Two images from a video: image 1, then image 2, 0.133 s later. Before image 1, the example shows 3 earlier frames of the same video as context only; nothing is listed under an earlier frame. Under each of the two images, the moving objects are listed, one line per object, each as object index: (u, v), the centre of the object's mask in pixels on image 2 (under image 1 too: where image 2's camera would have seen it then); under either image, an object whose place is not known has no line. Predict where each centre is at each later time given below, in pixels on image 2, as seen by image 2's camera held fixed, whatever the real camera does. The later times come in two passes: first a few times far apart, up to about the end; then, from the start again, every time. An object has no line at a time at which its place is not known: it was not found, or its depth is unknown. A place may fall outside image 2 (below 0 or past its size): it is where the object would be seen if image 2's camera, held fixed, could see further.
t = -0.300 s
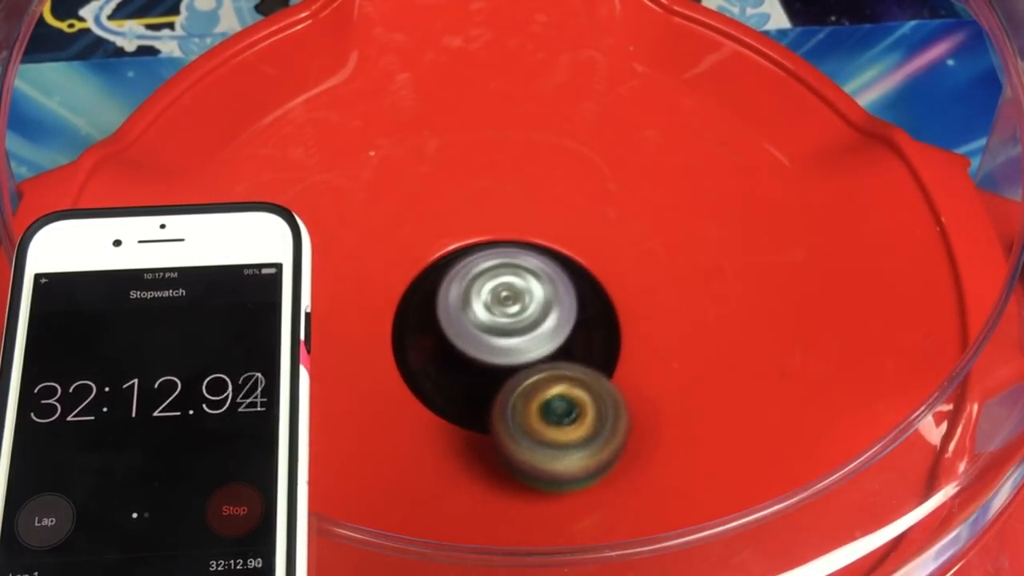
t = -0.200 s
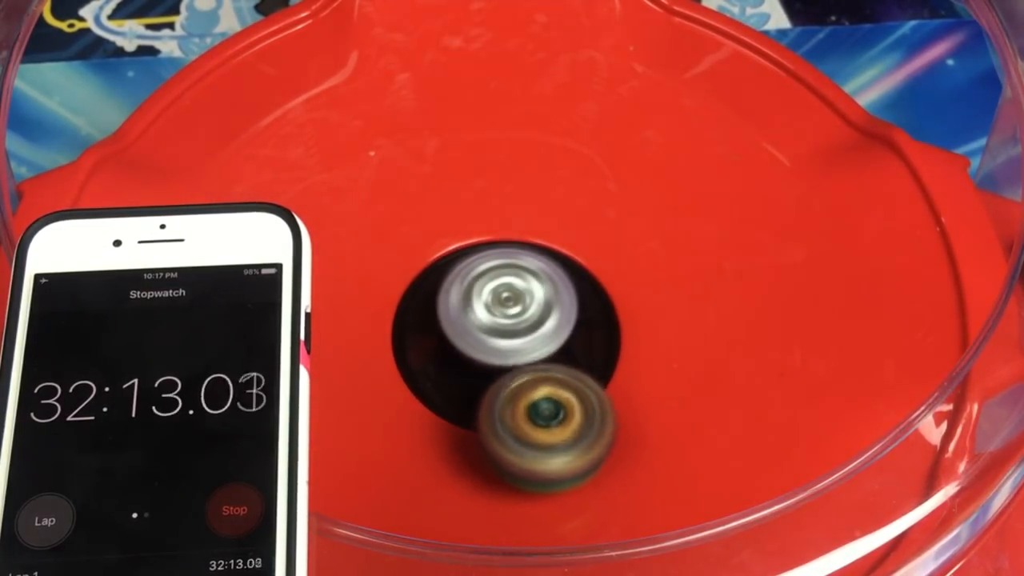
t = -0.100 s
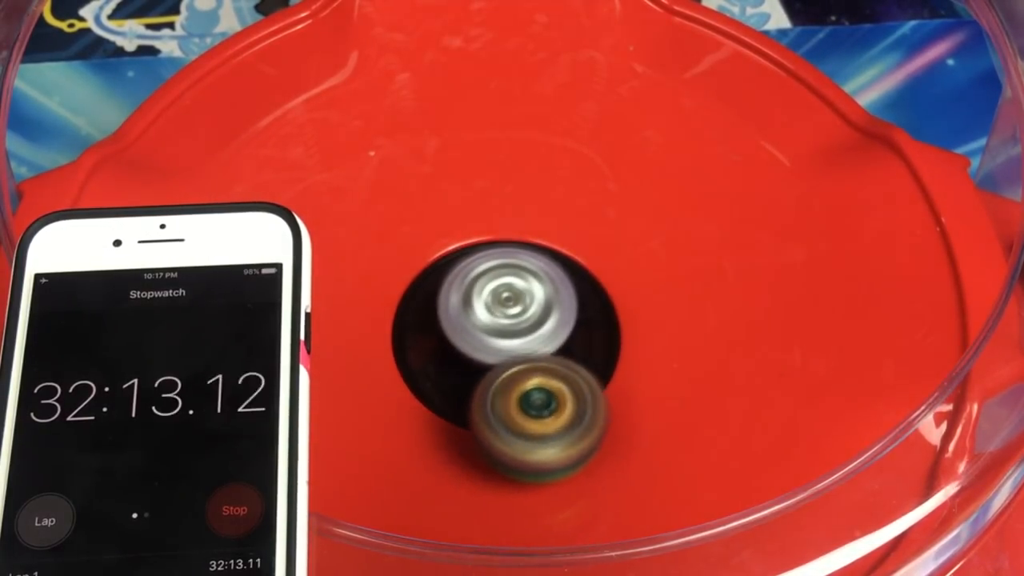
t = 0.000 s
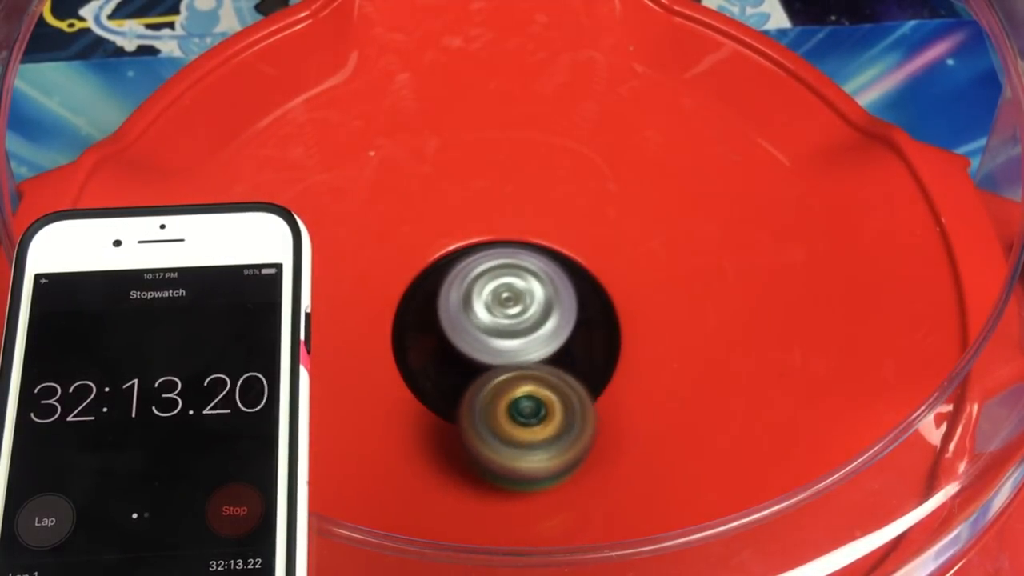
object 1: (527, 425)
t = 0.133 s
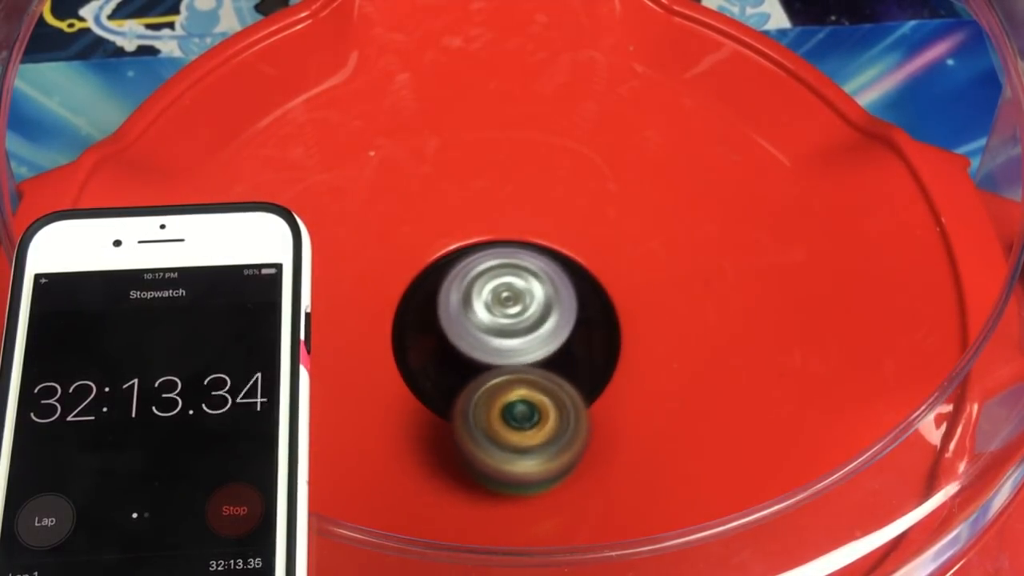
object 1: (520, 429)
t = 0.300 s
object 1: (516, 420)
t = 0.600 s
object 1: (525, 421)
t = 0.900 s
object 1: (547, 419)
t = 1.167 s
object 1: (555, 426)
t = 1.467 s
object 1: (532, 431)
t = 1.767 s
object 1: (528, 431)
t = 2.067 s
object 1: (534, 469)
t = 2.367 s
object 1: (550, 421)
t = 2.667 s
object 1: (573, 411)
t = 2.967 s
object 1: (591, 400)
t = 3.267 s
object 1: (614, 382)
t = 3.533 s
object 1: (612, 385)
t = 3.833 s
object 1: (611, 388)
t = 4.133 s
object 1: (612, 379)
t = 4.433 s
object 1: (603, 393)
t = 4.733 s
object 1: (578, 417)
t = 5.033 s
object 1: (553, 428)
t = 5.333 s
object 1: (552, 426)
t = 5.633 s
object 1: (549, 413)
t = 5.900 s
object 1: (559, 422)
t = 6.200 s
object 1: (562, 416)
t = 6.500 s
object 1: (543, 420)
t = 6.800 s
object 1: (547, 419)
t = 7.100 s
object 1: (538, 427)
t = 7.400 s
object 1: (545, 417)
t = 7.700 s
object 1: (562, 412)
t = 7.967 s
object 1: (582, 405)
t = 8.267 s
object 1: (583, 402)
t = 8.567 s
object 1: (578, 409)
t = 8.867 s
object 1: (589, 406)
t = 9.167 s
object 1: (601, 392)
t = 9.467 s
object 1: (578, 407)
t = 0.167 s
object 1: (519, 429)
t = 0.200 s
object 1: (520, 427)
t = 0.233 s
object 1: (520, 424)
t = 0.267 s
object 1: (518, 423)
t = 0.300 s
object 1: (516, 420)
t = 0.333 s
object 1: (517, 419)
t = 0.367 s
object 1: (518, 427)
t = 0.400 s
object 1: (518, 434)
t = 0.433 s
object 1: (517, 436)
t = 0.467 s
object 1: (517, 437)
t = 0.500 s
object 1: (518, 434)
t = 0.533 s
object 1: (520, 431)
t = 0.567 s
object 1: (522, 426)
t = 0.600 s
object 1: (525, 421)
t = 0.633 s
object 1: (528, 424)
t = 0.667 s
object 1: (531, 428)
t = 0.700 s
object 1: (532, 428)
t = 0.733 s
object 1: (535, 426)
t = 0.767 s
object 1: (538, 423)
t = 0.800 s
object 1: (541, 418)
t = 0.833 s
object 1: (543, 415)
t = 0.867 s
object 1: (545, 416)
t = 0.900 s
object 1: (547, 419)
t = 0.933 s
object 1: (548, 419)
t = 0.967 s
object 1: (549, 416)
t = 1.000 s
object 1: (549, 414)
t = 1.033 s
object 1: (550, 416)
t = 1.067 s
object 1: (550, 418)
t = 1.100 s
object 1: (554, 424)
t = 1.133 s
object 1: (555, 427)
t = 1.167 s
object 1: (555, 426)
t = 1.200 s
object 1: (556, 423)
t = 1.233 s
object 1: (558, 419)
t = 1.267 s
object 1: (559, 413)
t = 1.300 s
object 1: (559, 411)
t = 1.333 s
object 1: (554, 417)
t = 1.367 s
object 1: (549, 422)
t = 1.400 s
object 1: (542, 429)
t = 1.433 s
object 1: (536, 432)
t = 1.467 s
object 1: (532, 431)
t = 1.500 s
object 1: (528, 428)
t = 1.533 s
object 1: (525, 423)
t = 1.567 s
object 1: (523, 418)
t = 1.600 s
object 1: (525, 425)
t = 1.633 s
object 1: (525, 429)
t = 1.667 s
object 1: (525, 432)
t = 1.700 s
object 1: (526, 433)
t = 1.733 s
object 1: (527, 433)
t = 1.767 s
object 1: (528, 431)
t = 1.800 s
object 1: (530, 427)
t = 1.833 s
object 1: (531, 422)
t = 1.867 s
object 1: (532, 417)
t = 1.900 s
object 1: (536, 429)
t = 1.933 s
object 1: (538, 448)
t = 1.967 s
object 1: (537, 460)
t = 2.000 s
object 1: (536, 467)
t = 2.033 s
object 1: (535, 469)
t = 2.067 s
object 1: (534, 469)
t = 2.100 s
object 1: (534, 466)
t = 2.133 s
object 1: (534, 462)
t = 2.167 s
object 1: (535, 457)
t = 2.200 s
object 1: (537, 450)
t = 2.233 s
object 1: (538, 442)
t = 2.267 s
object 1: (539, 432)
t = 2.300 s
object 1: (541, 422)
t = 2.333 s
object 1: (544, 415)
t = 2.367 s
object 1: (550, 421)
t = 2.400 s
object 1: (554, 426)
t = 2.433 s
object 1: (554, 426)
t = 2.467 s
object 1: (555, 424)
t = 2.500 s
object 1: (557, 419)
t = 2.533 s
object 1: (559, 414)
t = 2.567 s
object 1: (563, 410)
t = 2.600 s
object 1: (568, 414)
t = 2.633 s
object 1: (571, 414)
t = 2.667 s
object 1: (573, 411)
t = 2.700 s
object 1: (575, 407)
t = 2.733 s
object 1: (580, 406)
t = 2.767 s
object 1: (583, 404)
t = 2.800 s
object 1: (586, 401)
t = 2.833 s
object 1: (589, 397)
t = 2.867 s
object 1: (591, 398)
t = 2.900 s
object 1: (592, 402)
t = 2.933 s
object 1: (592, 403)
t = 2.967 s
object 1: (591, 400)
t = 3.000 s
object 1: (591, 396)
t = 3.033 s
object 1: (594, 394)
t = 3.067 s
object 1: (599, 395)
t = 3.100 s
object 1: (602, 394)
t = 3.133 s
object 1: (603, 391)
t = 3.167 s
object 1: (605, 386)
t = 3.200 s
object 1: (607, 382)
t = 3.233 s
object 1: (612, 383)
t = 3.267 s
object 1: (614, 382)
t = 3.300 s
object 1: (613, 378)
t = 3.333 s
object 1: (616, 377)
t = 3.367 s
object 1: (619, 377)
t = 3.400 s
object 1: (618, 375)
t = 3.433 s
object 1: (619, 377)
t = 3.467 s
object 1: (619, 384)
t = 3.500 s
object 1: (616, 386)
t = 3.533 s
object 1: (612, 385)
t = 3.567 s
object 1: (610, 384)
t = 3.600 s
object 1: (609, 385)
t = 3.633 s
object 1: (611, 389)
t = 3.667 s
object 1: (613, 392)
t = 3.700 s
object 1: (613, 393)
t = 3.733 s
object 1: (612, 392)
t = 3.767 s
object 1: (610, 390)
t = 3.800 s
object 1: (609, 387)
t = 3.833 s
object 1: (611, 388)
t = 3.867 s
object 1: (611, 388)
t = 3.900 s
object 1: (610, 387)
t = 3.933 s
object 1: (609, 384)
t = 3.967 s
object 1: (612, 385)
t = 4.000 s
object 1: (613, 385)
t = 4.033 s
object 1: (612, 383)
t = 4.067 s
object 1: (611, 380)
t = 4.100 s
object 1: (612, 380)
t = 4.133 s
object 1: (612, 379)
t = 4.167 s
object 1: (613, 379)
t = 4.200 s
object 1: (614, 383)
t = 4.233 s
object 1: (614, 385)
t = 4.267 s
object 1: (613, 385)
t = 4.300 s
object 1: (610, 383)
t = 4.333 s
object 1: (609, 385)
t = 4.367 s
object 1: (608, 389)
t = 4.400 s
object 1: (605, 391)
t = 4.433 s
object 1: (603, 393)
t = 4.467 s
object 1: (602, 396)
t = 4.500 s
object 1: (600, 396)
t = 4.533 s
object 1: (596, 394)
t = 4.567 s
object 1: (593, 393)
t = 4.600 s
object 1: (593, 403)
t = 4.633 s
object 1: (592, 413)
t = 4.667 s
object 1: (587, 418)
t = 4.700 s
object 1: (583, 419)
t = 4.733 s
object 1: (578, 417)
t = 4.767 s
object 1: (573, 414)
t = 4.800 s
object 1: (569, 410)
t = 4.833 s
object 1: (568, 409)
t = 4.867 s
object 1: (565, 408)
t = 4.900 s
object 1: (564, 418)
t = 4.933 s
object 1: (563, 425)
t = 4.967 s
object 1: (560, 429)
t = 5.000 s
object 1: (557, 430)
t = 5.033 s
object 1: (553, 428)
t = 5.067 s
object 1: (551, 425)
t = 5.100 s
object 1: (548, 421)
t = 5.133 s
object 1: (546, 416)
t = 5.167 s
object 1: (548, 417)
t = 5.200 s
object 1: (551, 423)
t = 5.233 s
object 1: (551, 427)
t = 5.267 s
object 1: (551, 428)
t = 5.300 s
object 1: (552, 428)
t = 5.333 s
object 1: (552, 426)
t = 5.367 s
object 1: (552, 423)
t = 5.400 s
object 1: (551, 419)
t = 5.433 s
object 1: (552, 416)
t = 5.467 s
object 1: (554, 420)
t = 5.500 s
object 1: (553, 423)
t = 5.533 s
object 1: (552, 423)
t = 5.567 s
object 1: (551, 420)
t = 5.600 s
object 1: (550, 417)
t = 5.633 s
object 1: (549, 413)
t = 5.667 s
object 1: (552, 415)
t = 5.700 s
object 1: (554, 421)
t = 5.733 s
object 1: (554, 423)
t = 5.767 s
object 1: (554, 422)
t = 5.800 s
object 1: (554, 420)
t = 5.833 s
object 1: (554, 417)
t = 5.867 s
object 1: (558, 421)
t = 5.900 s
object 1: (559, 422)
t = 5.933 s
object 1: (560, 420)
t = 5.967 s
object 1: (561, 417)
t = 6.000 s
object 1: (563, 413)
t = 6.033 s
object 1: (566, 411)
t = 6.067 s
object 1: (568, 410)
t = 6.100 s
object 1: (568, 408)
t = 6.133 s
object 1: (567, 409)
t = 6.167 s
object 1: (565, 409)
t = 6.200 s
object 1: (562, 416)
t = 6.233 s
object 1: (558, 421)
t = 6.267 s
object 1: (554, 421)
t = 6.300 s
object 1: (550, 419)
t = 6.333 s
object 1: (547, 415)
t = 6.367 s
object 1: (547, 416)
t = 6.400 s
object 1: (546, 419)
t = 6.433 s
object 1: (545, 420)
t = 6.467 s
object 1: (544, 419)
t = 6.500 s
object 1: (543, 420)
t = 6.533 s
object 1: (544, 423)
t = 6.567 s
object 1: (543, 425)
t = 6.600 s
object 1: (543, 424)
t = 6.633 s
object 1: (543, 421)
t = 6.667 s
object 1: (543, 417)
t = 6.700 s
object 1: (544, 415)
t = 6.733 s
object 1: (547, 418)
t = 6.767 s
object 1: (547, 420)
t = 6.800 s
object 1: (547, 419)
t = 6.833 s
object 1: (548, 416)
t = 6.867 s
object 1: (549, 415)
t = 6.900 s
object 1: (551, 415)
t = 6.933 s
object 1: (552, 414)
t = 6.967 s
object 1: (548, 418)
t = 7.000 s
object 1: (544, 419)
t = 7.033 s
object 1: (540, 416)
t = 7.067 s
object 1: (539, 421)
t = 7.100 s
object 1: (538, 427)
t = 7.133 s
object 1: (536, 429)
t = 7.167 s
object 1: (535, 428)
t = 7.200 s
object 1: (534, 425)
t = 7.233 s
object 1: (535, 420)
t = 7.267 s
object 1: (536, 416)
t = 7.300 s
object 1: (540, 418)
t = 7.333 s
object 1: (543, 420)
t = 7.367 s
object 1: (544, 419)
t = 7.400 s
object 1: (545, 417)
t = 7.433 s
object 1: (547, 416)
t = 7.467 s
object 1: (550, 415)
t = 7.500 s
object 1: (553, 415)
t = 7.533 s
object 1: (556, 413)
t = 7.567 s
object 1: (557, 412)
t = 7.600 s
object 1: (558, 410)
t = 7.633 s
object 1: (560, 411)
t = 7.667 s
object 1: (561, 412)
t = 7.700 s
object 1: (562, 412)
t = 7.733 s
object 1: (563, 410)
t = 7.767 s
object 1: (567, 411)
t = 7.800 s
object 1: (569, 412)
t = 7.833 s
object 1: (571, 411)
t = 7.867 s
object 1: (572, 408)
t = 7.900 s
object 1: (576, 406)
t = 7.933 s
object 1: (579, 406)
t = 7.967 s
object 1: (582, 405)
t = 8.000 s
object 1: (584, 403)
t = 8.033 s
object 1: (585, 399)
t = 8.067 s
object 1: (586, 398)
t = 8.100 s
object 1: (586, 398)
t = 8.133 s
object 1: (585, 399)
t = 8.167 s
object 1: (584, 400)
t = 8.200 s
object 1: (583, 401)
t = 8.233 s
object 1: (583, 401)
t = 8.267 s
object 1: (583, 402)
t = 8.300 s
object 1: (583, 402)
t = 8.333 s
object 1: (582, 402)
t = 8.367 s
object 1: (580, 405)
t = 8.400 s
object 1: (577, 406)
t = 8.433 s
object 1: (576, 406)
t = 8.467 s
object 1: (576, 410)
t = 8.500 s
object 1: (576, 410)
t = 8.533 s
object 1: (576, 408)
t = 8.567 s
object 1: (578, 409)
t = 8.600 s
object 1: (579, 409)
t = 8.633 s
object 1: (579, 407)
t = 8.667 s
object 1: (580, 405)
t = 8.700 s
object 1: (580, 402)
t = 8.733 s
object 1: (580, 401)
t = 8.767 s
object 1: (582, 400)
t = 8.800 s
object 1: (587, 405)
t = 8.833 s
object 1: (589, 407)
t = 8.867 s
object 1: (589, 406)
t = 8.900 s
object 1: (589, 404)
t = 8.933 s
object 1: (593, 406)
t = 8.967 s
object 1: (597, 408)
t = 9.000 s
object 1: (598, 407)
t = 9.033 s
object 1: (599, 405)
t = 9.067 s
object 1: (598, 401)
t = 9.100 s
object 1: (598, 396)
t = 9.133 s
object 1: (599, 393)
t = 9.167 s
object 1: (601, 392)
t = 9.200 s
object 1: (601, 391)
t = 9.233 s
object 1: (600, 394)
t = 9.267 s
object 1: (598, 399)
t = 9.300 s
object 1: (593, 400)
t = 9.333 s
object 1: (588, 399)
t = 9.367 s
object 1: (585, 399)
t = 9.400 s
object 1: (581, 401)
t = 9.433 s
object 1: (579, 404)
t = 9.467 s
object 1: (578, 407)
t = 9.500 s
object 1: (577, 411)
